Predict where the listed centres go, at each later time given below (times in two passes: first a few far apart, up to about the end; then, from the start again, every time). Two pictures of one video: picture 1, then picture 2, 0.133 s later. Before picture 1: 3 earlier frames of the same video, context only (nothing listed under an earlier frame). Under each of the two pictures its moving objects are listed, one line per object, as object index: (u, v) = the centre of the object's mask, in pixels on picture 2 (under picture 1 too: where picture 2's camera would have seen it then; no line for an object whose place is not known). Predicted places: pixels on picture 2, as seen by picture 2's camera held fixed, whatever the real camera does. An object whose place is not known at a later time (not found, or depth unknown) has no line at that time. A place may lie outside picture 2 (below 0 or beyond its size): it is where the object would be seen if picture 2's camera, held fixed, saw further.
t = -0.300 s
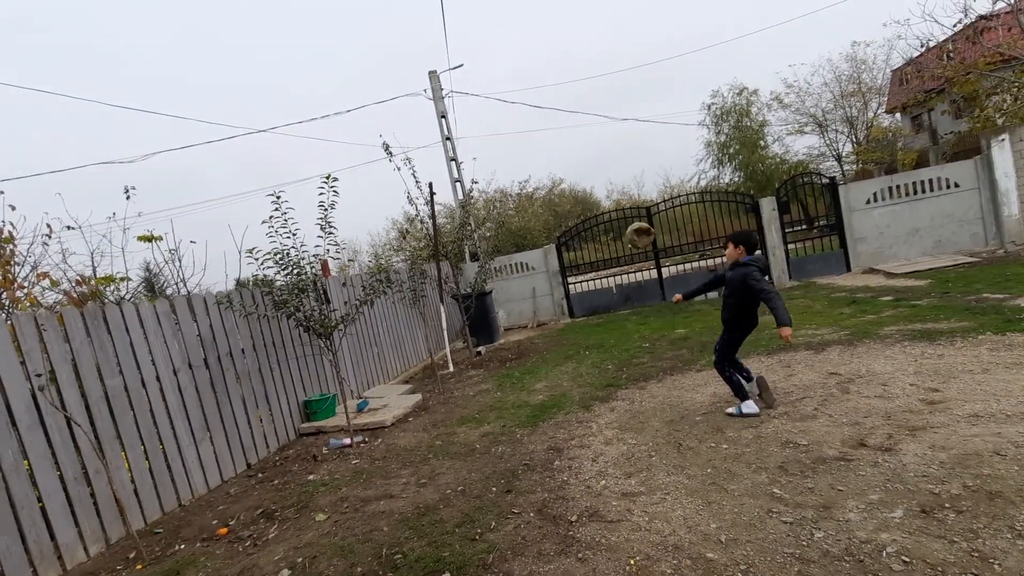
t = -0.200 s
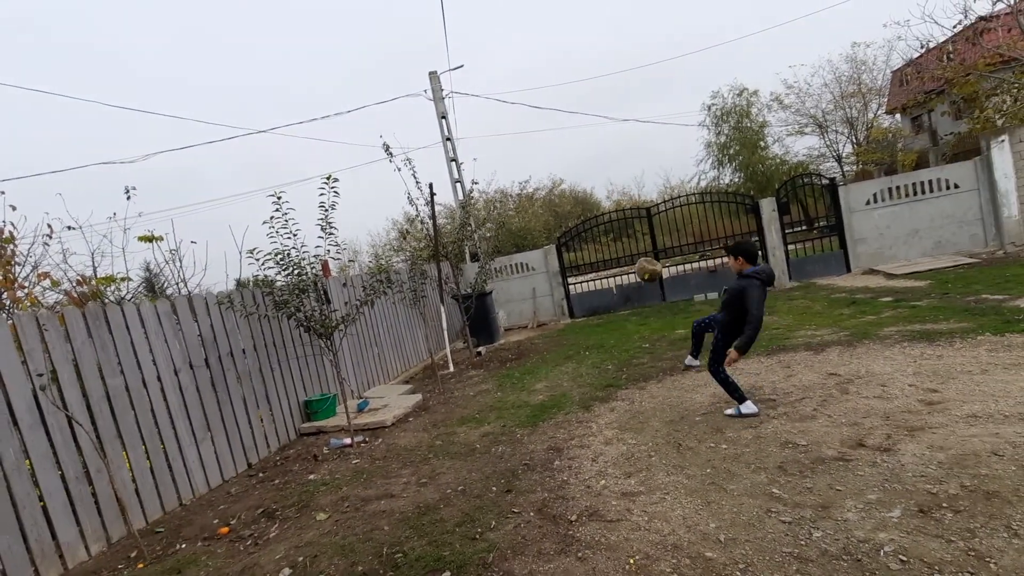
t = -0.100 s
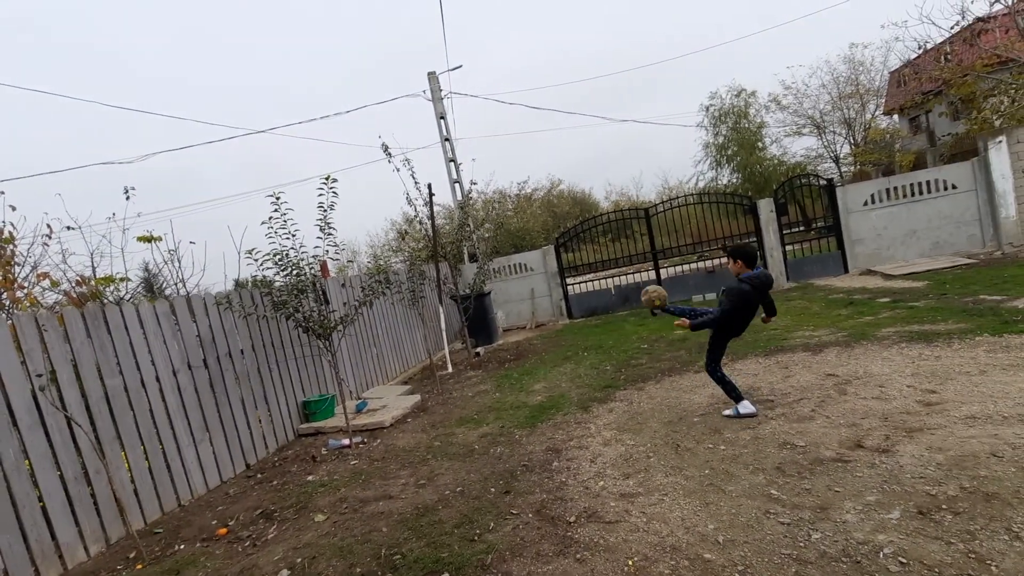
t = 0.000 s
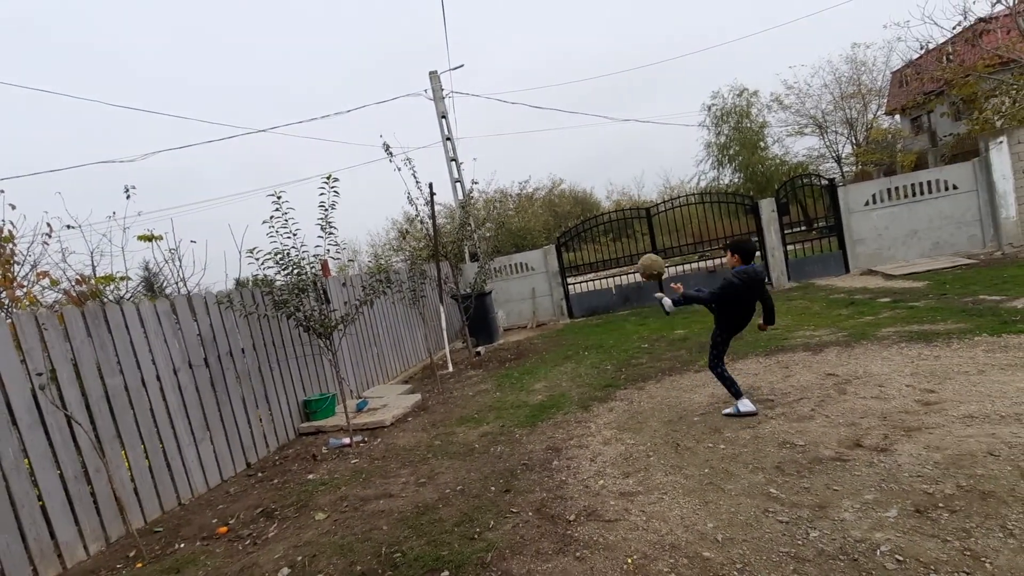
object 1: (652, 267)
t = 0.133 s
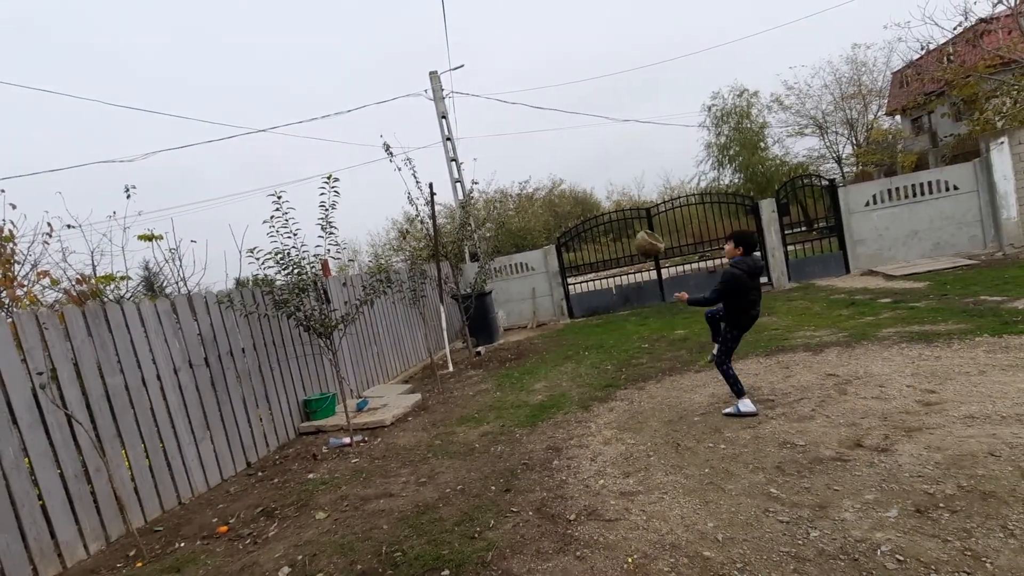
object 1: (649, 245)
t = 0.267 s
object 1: (650, 242)
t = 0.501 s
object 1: (664, 306)
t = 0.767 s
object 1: (694, 463)
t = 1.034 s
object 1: (687, 469)
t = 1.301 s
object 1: (686, 476)
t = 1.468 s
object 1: (690, 481)
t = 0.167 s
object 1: (649, 242)
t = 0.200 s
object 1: (649, 241)
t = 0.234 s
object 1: (649, 241)
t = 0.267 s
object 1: (650, 242)
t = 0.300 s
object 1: (651, 245)
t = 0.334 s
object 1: (652, 251)
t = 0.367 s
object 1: (654, 257)
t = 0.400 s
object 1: (656, 266)
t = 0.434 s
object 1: (659, 277)
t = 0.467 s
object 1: (662, 291)
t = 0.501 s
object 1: (664, 306)
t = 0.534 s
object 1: (668, 323)
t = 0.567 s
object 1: (672, 342)
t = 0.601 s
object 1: (676, 363)
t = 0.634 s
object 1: (680, 388)
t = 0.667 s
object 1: (684, 415)
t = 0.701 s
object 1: (690, 444)
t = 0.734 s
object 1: (694, 464)
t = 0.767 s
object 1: (694, 463)
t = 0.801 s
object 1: (693, 462)
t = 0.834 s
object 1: (692, 463)
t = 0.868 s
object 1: (692, 464)
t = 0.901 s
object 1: (691, 467)
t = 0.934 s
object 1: (690, 468)
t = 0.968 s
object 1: (689, 469)
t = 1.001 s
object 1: (688, 469)
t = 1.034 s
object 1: (687, 469)
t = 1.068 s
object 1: (686, 471)
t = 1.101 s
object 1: (685, 471)
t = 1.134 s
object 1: (685, 471)
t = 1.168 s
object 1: (685, 472)
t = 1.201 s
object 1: (685, 473)
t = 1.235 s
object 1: (685, 474)
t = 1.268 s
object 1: (686, 476)
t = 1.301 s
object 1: (686, 476)
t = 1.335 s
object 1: (685, 477)
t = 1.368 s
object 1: (687, 478)
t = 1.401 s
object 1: (688, 479)
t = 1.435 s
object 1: (688, 480)
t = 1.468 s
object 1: (690, 481)
